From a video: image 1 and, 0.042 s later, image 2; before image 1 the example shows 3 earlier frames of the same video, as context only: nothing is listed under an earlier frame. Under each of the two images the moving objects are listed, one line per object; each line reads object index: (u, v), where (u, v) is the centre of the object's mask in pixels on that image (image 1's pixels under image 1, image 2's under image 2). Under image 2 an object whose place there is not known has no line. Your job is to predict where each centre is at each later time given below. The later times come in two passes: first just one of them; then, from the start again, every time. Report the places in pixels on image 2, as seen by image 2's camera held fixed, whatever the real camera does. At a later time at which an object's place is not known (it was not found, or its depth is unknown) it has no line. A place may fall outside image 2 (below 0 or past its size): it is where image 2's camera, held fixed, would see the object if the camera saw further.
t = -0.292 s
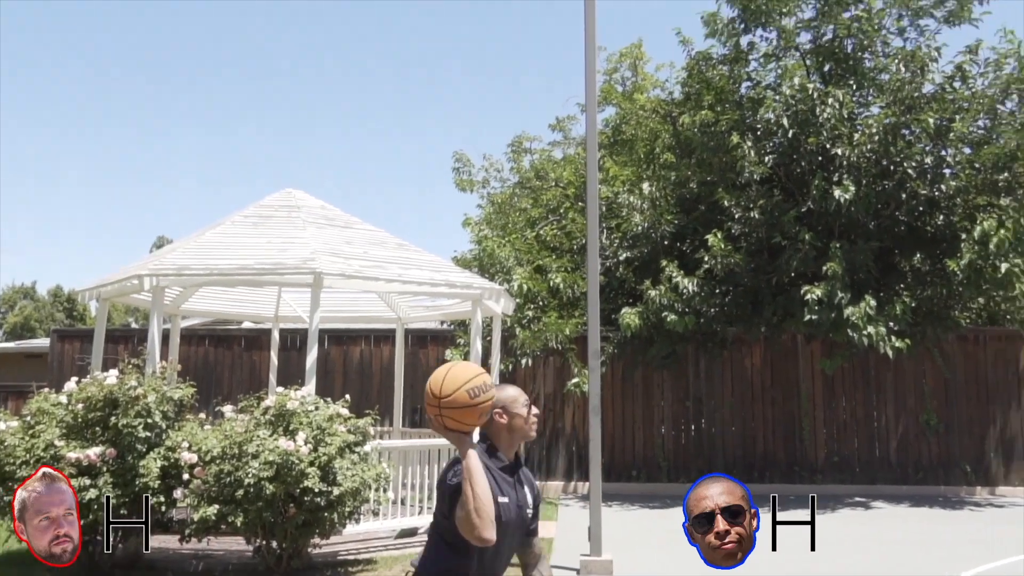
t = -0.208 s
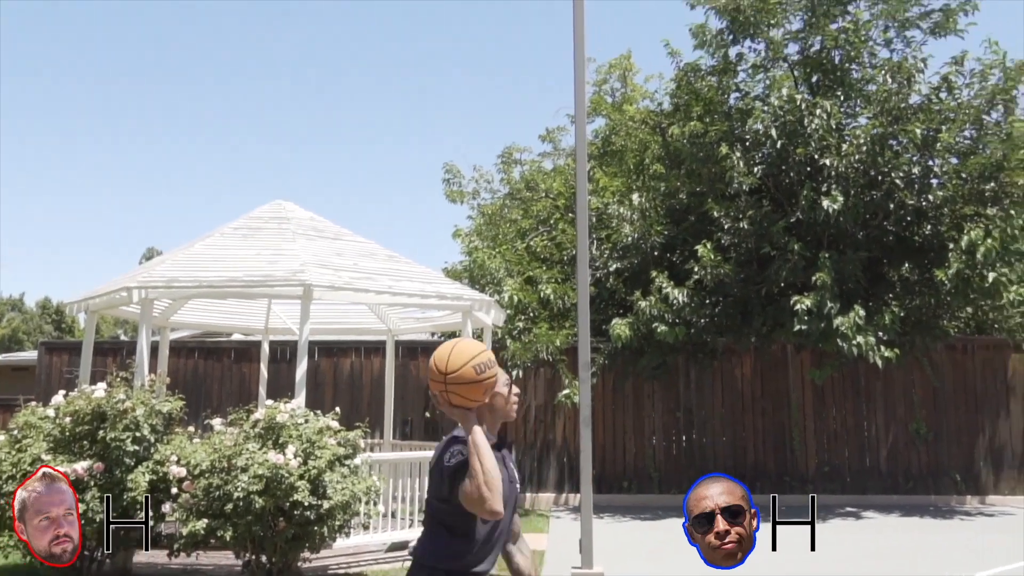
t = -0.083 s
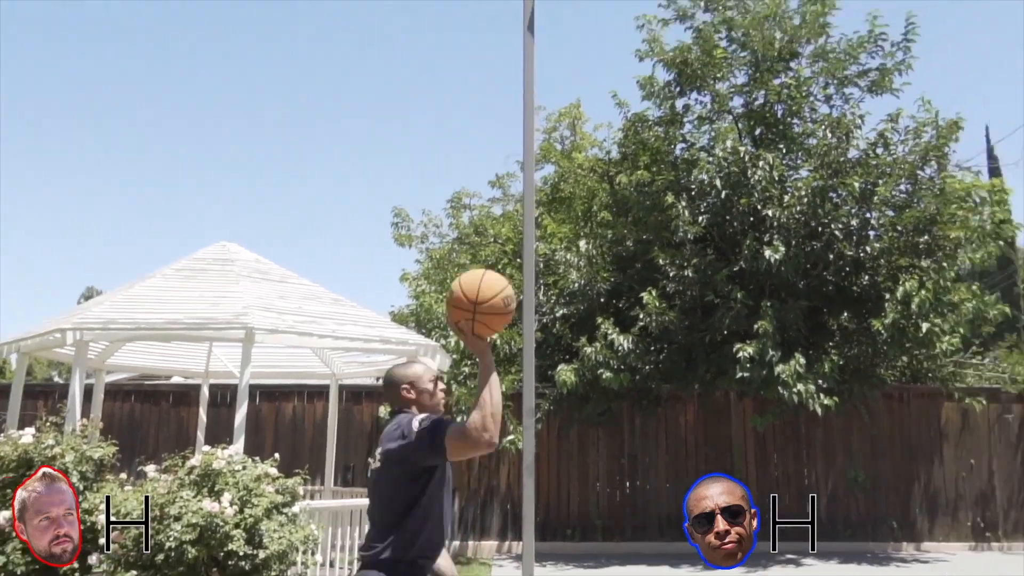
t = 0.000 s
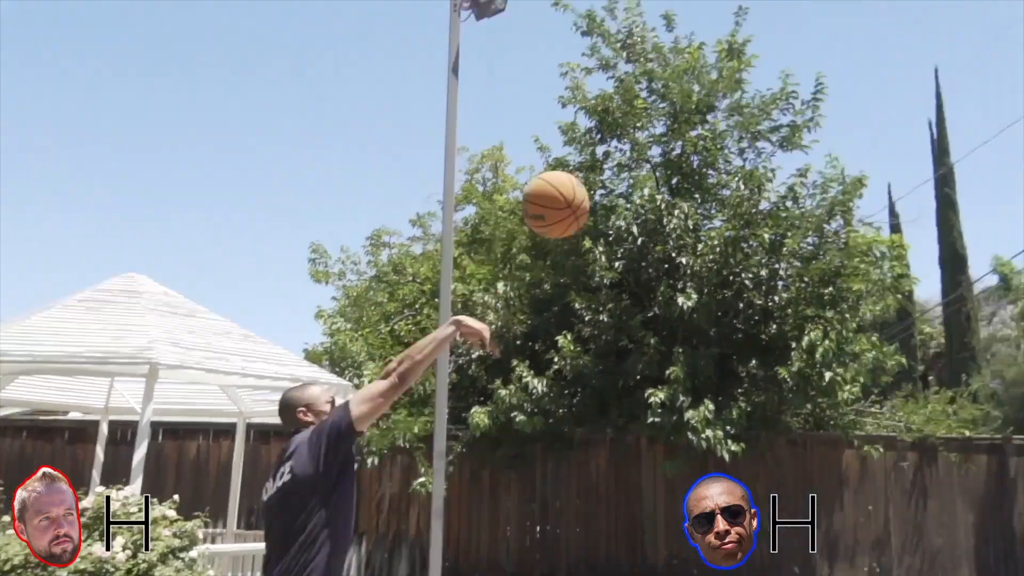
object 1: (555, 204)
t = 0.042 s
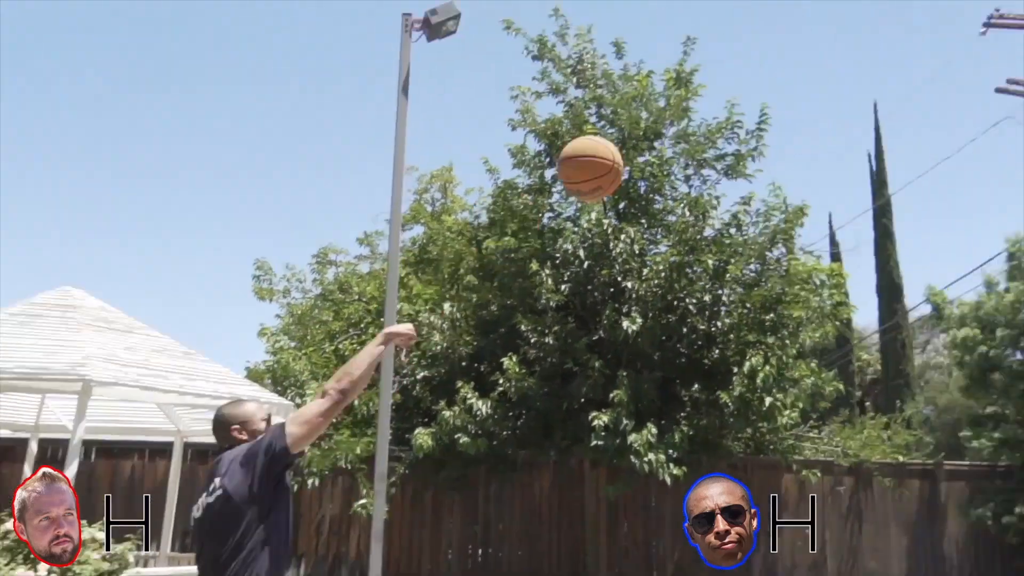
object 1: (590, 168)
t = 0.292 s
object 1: (1021, -44)
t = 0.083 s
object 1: (673, 117)
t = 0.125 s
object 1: (751, 73)
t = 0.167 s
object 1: (824, 35)
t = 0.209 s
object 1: (894, 3)
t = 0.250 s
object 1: (959, -23)
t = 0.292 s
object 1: (1021, -44)
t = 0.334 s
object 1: (1082, -62)
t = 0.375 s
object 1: (1142, -75)
